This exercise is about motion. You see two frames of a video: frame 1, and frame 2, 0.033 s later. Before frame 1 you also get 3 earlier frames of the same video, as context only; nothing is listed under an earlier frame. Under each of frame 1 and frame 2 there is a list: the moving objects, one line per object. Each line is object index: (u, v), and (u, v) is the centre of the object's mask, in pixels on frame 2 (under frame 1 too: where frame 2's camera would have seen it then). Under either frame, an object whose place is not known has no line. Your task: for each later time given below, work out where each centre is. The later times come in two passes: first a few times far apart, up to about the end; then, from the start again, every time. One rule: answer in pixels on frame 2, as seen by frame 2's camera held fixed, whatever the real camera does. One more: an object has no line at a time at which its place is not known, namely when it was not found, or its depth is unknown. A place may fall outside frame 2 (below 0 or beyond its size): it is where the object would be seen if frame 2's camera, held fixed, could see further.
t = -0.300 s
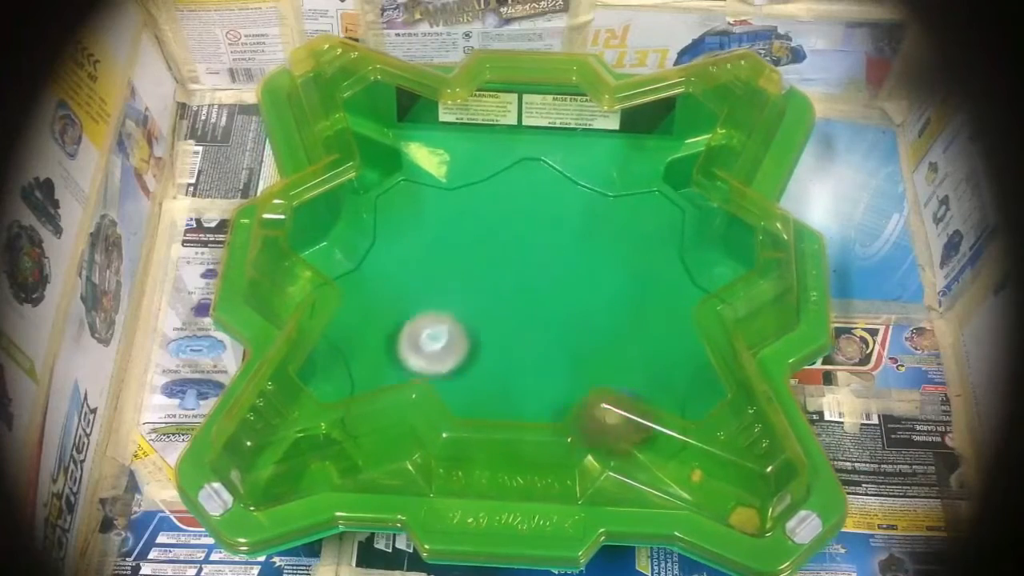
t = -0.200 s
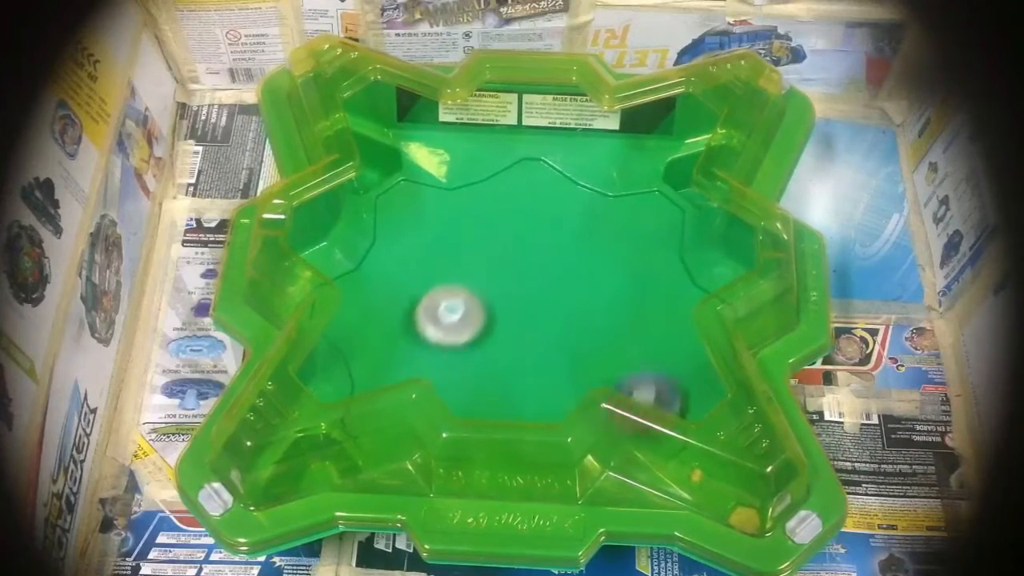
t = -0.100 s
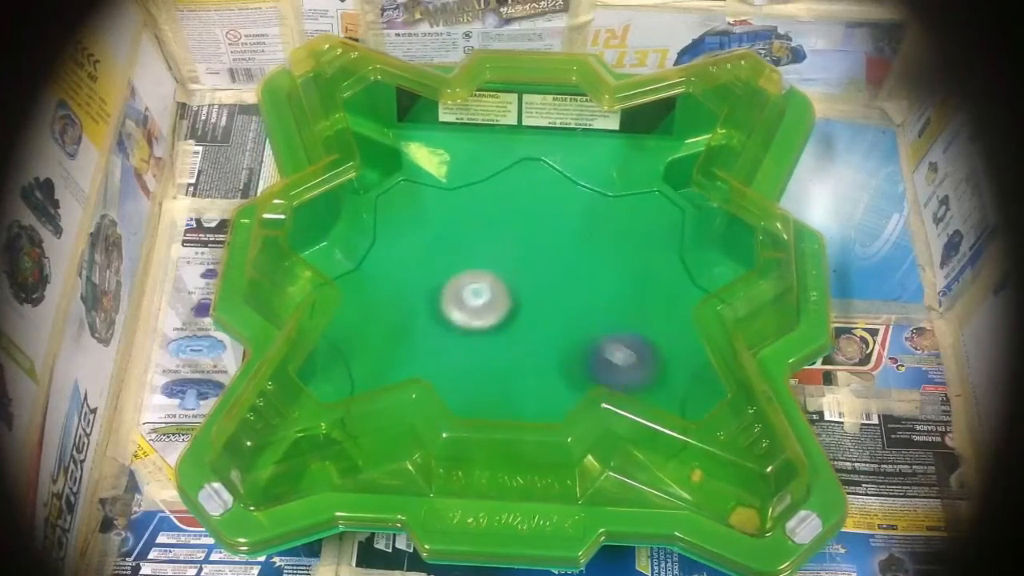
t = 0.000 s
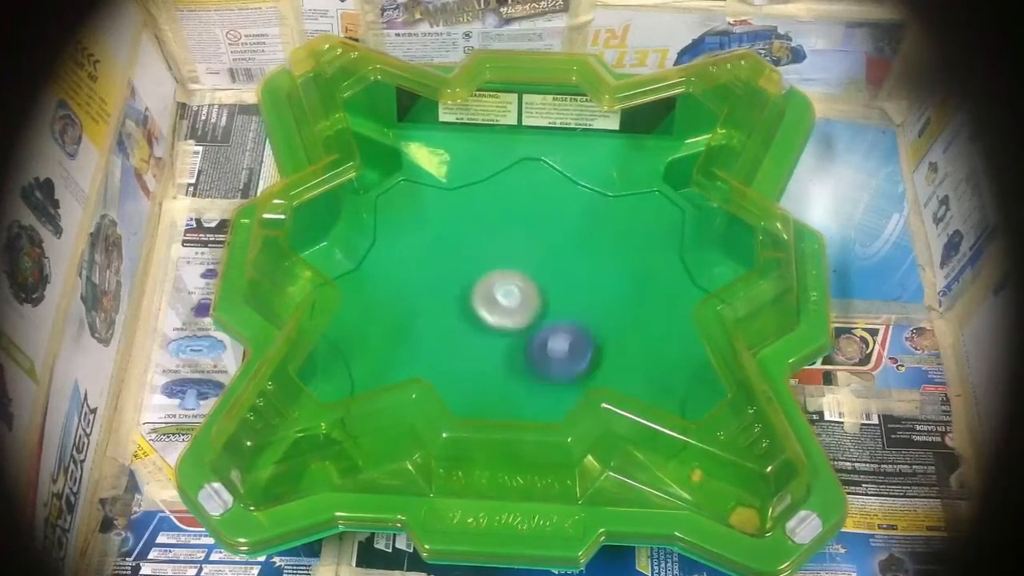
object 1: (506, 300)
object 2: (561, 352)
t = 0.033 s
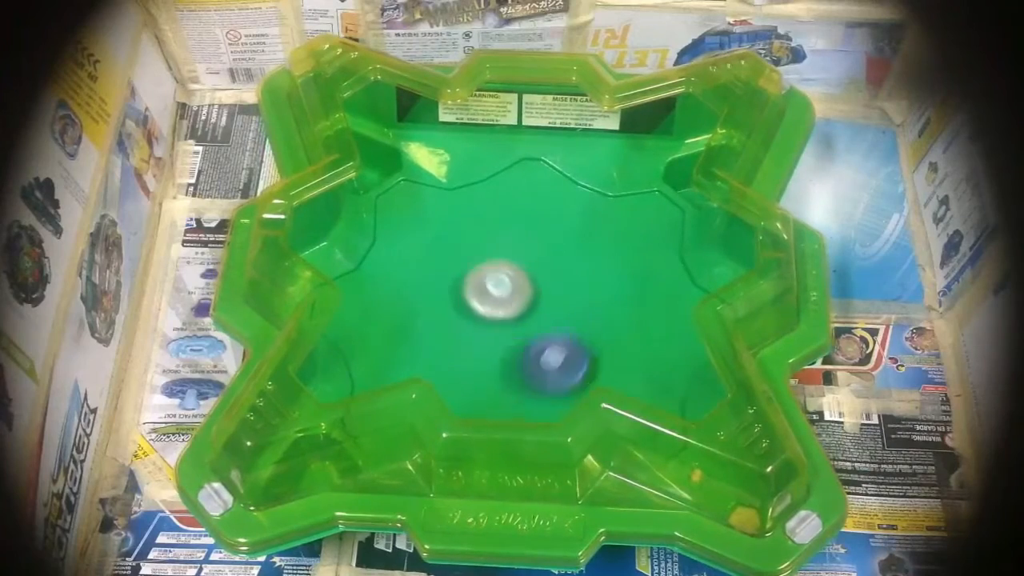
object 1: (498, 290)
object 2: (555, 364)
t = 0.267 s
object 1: (536, 289)
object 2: (554, 411)
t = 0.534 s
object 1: (511, 314)
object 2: (590, 378)
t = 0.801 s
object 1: (497, 296)
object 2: (520, 372)
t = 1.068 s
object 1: (523, 323)
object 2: (508, 404)
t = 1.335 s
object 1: (495, 275)
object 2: (567, 374)
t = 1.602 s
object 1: (562, 286)
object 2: (451, 340)
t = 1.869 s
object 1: (519, 344)
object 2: (515, 400)
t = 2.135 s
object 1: (461, 288)
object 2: (558, 299)
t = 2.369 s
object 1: (411, 232)
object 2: (603, 191)
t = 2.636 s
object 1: (370, 317)
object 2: (524, 183)
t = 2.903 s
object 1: (396, 358)
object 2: (577, 287)
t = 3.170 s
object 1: (416, 365)
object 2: (663, 256)
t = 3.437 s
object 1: (450, 384)
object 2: (592, 313)
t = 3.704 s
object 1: (518, 398)
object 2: (648, 380)
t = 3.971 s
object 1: (560, 403)
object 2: (583, 333)
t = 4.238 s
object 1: (587, 380)
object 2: (480, 404)
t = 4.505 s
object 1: (618, 331)
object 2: (551, 395)
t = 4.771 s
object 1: (638, 295)
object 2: (444, 306)
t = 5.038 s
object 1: (601, 279)
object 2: (384, 361)
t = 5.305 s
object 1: (550, 244)
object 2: (514, 312)
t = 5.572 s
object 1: (539, 177)
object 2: (530, 339)
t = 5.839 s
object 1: (517, 225)
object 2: (516, 297)
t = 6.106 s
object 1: (474, 231)
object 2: (561, 347)
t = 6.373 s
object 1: (441, 273)
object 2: (525, 297)
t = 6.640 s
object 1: (403, 307)
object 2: (555, 353)
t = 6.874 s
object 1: (411, 331)
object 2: (552, 294)
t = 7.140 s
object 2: (553, 267)
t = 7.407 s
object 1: (393, 379)
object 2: (498, 231)
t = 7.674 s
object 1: (496, 378)
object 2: (544, 326)
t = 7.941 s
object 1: (577, 371)
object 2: (628, 267)
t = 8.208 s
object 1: (640, 354)
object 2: (535, 291)
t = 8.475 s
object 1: (649, 326)
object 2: (560, 386)
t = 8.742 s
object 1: (605, 258)
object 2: (604, 366)
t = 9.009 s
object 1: (580, 188)
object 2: (558, 396)
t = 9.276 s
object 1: (530, 204)
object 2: (499, 389)
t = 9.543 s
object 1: (471, 250)
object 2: (453, 378)
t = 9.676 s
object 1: (447, 280)
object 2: (455, 363)
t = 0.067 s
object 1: (494, 283)
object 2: (547, 375)
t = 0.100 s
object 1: (494, 280)
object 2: (539, 388)
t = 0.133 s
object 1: (499, 279)
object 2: (536, 397)
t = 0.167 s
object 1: (507, 279)
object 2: (536, 403)
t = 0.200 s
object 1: (517, 280)
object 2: (540, 408)
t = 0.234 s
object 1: (527, 284)
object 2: (544, 410)
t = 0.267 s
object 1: (536, 289)
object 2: (554, 411)
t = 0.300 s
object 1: (544, 296)
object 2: (559, 408)
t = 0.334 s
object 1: (549, 305)
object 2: (568, 399)
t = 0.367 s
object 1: (553, 315)
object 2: (579, 389)
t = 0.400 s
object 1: (553, 324)
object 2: (579, 380)
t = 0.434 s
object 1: (542, 323)
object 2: (583, 379)
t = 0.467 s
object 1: (529, 317)
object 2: (588, 380)
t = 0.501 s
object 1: (519, 315)
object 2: (590, 379)
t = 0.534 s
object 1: (511, 314)
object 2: (590, 378)
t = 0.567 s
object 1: (505, 314)
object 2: (589, 376)
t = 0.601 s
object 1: (500, 313)
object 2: (584, 375)
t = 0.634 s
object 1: (497, 311)
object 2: (578, 374)
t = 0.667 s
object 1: (494, 308)
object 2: (569, 371)
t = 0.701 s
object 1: (492, 305)
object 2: (558, 370)
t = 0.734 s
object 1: (492, 302)
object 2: (546, 369)
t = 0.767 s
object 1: (494, 298)
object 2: (533, 369)
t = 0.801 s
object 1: (497, 296)
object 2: (520, 372)
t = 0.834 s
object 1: (501, 294)
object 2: (508, 376)
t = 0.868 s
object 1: (506, 295)
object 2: (497, 382)
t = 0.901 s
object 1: (511, 296)
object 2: (491, 390)
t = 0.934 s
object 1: (516, 300)
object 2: (488, 395)
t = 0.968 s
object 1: (520, 305)
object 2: (488, 399)
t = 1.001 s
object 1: (522, 311)
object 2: (492, 402)
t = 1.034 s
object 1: (523, 317)
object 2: (500, 404)
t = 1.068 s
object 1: (523, 323)
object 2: (508, 404)
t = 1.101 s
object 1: (519, 329)
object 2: (517, 401)
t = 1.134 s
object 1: (515, 333)
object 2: (524, 397)
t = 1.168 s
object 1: (507, 328)
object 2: (531, 397)
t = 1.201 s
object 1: (496, 312)
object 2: (540, 400)
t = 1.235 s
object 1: (491, 299)
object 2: (549, 398)
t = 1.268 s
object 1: (489, 289)
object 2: (557, 394)
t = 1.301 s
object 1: (490, 282)
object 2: (564, 385)
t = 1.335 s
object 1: (495, 275)
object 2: (567, 374)
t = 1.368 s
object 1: (502, 270)
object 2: (565, 363)
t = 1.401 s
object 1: (511, 267)
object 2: (556, 349)
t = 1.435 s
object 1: (521, 266)
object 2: (543, 337)
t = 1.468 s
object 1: (531, 267)
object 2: (525, 328)
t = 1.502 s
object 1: (541, 268)
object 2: (507, 326)
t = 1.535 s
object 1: (550, 271)
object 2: (486, 327)
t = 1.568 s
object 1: (557, 278)
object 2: (469, 332)
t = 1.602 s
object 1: (562, 286)
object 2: (451, 340)
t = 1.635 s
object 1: (566, 296)
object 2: (440, 350)
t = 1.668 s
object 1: (566, 306)
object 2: (435, 362)
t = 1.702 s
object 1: (563, 317)
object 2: (439, 372)
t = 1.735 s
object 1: (558, 326)
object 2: (452, 387)
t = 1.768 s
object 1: (550, 335)
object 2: (464, 395)
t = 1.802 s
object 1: (542, 341)
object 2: (477, 400)
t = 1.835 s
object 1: (530, 346)
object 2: (495, 401)
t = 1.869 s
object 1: (519, 344)
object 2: (515, 400)
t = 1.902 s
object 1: (509, 338)
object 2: (532, 400)
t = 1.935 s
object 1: (498, 332)
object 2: (548, 395)
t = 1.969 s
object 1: (489, 326)
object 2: (561, 380)
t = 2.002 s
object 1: (482, 320)
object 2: (568, 365)
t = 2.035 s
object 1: (477, 313)
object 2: (568, 349)
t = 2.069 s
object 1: (474, 305)
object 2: (563, 331)
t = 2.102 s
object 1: (474, 297)
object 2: (553, 315)
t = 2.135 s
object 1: (461, 288)
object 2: (558, 299)
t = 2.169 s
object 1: (427, 276)
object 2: (584, 287)
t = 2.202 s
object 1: (403, 264)
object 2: (608, 273)
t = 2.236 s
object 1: (387, 254)
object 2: (622, 257)
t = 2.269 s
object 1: (380, 244)
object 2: (628, 242)
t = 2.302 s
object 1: (388, 240)
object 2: (627, 225)
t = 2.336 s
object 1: (399, 236)
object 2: (619, 207)
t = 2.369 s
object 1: (411, 232)
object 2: (603, 191)
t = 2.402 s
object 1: (422, 227)
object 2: (587, 182)
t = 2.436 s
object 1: (432, 223)
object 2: (565, 177)
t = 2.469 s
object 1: (443, 220)
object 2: (540, 176)
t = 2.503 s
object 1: (451, 221)
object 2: (518, 181)
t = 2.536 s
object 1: (426, 244)
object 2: (531, 171)
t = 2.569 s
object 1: (401, 271)
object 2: (547, 160)
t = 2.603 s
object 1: (383, 295)
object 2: (538, 168)
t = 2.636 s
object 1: (370, 317)
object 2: (524, 183)
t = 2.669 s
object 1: (363, 334)
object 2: (515, 195)
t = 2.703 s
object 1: (360, 347)
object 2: (511, 209)
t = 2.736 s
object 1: (364, 355)
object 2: (512, 223)
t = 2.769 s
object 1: (370, 359)
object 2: (518, 238)
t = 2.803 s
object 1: (377, 360)
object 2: (528, 253)
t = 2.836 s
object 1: (384, 360)
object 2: (540, 267)
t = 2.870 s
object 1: (390, 359)
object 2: (557, 278)
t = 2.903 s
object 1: (396, 358)
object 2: (577, 287)
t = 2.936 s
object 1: (401, 358)
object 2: (597, 292)
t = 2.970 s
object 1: (405, 357)
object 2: (617, 293)
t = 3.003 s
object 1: (408, 358)
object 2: (636, 291)
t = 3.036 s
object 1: (411, 358)
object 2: (653, 287)
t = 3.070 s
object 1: (413, 360)
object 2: (669, 281)
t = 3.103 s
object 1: (414, 361)
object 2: (680, 270)
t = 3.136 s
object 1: (415, 363)
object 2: (679, 261)
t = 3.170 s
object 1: (416, 365)
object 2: (663, 256)
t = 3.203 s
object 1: (417, 368)
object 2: (651, 251)
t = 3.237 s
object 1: (419, 370)
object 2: (640, 251)
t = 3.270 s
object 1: (422, 372)
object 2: (629, 255)
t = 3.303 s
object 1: (425, 374)
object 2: (620, 262)
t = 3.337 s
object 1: (430, 376)
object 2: (611, 272)
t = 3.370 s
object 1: (436, 379)
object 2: (603, 284)
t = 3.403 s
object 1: (443, 381)
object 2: (597, 297)
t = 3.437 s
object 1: (450, 384)
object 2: (592, 313)
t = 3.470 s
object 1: (457, 386)
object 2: (589, 328)
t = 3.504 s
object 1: (463, 389)
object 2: (590, 343)
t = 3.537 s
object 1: (468, 391)
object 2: (593, 355)
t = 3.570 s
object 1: (478, 393)
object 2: (599, 364)
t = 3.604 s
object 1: (488, 394)
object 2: (608, 370)
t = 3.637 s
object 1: (498, 396)
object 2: (619, 374)
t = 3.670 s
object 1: (509, 397)
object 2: (635, 379)
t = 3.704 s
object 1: (518, 398)
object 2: (648, 380)
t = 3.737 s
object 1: (527, 399)
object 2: (658, 377)
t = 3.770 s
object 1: (535, 401)
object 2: (663, 370)
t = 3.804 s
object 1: (542, 402)
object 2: (663, 358)
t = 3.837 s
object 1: (546, 402)
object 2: (656, 347)
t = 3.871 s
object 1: (550, 403)
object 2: (642, 338)
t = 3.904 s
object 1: (554, 403)
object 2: (624, 333)
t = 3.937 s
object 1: (557, 403)
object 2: (602, 331)
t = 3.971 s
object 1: (560, 403)
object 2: (583, 333)
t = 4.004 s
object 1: (561, 403)
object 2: (561, 338)
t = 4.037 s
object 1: (563, 402)
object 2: (540, 345)
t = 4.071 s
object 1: (565, 401)
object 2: (521, 354)
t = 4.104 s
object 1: (568, 398)
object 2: (505, 365)
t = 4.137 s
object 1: (570, 395)
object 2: (493, 377)
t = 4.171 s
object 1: (576, 390)
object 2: (483, 390)
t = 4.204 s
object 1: (582, 385)
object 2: (480, 397)
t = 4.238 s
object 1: (587, 380)
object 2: (480, 404)
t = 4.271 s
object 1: (591, 375)
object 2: (483, 409)
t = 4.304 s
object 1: (595, 370)
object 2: (494, 415)
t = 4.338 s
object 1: (599, 364)
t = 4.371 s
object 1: (603, 358)
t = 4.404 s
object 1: (607, 351)
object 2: (537, 417)
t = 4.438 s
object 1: (610, 344)
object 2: (543, 412)
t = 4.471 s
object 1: (614, 337)
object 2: (548, 404)
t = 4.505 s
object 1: (618, 331)
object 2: (551, 395)
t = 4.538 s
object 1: (622, 324)
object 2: (551, 382)
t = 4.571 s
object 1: (626, 318)
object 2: (545, 367)
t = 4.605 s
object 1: (629, 313)
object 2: (534, 352)
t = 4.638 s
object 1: (632, 308)
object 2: (519, 339)
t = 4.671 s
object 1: (635, 304)
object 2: (502, 328)
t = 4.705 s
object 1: (638, 300)
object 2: (484, 318)
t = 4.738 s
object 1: (638, 297)
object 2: (464, 311)
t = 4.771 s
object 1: (638, 295)
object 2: (444, 306)
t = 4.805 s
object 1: (637, 293)
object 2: (425, 304)
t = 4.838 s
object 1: (634, 292)
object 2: (408, 306)
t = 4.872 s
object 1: (630, 291)
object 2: (393, 310)
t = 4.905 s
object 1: (626, 288)
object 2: (380, 317)
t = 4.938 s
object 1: (620, 287)
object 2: (373, 328)
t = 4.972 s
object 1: (614, 284)
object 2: (370, 341)
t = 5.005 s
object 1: (608, 281)
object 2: (374, 354)
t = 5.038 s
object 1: (601, 279)
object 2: (384, 361)
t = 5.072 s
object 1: (594, 275)
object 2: (403, 365)
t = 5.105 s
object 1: (587, 271)
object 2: (426, 368)
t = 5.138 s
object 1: (580, 267)
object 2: (447, 370)
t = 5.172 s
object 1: (573, 262)
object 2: (461, 366)
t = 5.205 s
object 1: (566, 258)
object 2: (480, 355)
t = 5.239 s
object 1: (560, 253)
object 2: (494, 343)
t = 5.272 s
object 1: (554, 249)
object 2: (505, 328)
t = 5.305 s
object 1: (550, 244)
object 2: (514, 312)
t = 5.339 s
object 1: (547, 236)
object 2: (516, 301)
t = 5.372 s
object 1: (552, 206)
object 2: (506, 317)
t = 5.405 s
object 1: (559, 175)
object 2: (499, 330)
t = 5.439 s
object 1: (556, 161)
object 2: (497, 338)
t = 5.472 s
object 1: (552, 157)
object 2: (502, 343)
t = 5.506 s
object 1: (547, 161)
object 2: (511, 344)
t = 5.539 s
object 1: (542, 170)
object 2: (521, 343)
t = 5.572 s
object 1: (539, 177)
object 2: (530, 339)
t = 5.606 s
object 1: (537, 186)
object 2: (538, 333)
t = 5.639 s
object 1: (537, 196)
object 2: (543, 325)
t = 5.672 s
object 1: (536, 204)
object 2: (545, 317)
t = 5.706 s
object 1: (535, 211)
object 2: (544, 309)
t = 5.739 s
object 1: (533, 218)
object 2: (540, 302)
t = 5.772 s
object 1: (529, 223)
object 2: (534, 295)
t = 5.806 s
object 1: (525, 227)
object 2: (525, 291)
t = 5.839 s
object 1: (517, 225)
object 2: (516, 297)
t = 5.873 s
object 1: (511, 224)
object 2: (510, 307)
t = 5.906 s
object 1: (504, 223)
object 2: (508, 317)
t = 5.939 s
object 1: (498, 223)
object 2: (510, 328)
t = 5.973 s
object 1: (494, 223)
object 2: (516, 339)
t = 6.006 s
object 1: (488, 224)
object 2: (525, 346)
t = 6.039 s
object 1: (483, 225)
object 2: (537, 350)
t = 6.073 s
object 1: (478, 228)
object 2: (550, 351)
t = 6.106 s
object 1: (474, 231)
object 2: (561, 347)
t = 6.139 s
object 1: (471, 235)
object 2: (571, 340)
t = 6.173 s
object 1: (466, 239)
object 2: (577, 330)
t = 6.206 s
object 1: (461, 244)
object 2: (577, 320)
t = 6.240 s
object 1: (457, 250)
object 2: (573, 310)
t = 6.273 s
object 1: (453, 255)
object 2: (564, 301)
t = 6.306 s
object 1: (449, 261)
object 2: (552, 296)
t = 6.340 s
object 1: (445, 267)
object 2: (538, 295)
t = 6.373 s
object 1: (441, 273)
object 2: (525, 297)
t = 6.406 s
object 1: (438, 279)
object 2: (511, 303)
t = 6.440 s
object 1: (434, 285)
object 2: (503, 313)
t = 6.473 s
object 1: (427, 290)
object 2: (503, 325)
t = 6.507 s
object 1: (421, 293)
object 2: (508, 337)
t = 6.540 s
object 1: (416, 297)
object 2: (516, 346)
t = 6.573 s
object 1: (411, 300)
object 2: (529, 352)
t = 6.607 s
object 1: (407, 304)
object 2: (542, 355)
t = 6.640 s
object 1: (403, 307)
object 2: (555, 353)
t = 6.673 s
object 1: (400, 310)
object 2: (567, 348)
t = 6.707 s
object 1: (399, 314)
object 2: (575, 340)
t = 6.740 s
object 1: (399, 317)
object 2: (580, 328)
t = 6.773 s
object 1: (400, 320)
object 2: (579, 318)
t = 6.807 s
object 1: (403, 323)
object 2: (575, 307)
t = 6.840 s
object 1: (406, 327)
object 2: (565, 299)
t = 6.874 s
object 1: (411, 331)
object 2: (552, 294)
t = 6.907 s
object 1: (416, 335)
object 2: (538, 293)
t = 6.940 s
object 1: (423, 340)
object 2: (523, 295)
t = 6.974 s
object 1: (430, 345)
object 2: (510, 300)
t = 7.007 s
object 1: (436, 350)
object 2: (499, 309)
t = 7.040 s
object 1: (433, 360)
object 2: (504, 308)
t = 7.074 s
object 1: (410, 372)
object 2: (527, 293)
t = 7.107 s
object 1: (384, 381)
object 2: (543, 280)
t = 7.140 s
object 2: (553, 267)
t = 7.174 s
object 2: (558, 255)
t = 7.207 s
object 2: (558, 244)
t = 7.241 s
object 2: (554, 235)
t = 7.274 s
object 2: (545, 227)
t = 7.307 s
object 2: (534, 221)
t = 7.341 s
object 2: (521, 220)
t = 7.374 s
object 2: (509, 223)
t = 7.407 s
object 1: (393, 379)
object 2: (498, 231)
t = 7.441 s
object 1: (421, 381)
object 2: (490, 243)
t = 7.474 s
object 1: (437, 383)
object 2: (487, 259)
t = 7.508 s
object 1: (447, 384)
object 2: (489, 273)
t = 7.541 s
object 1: (456, 384)
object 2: (494, 288)
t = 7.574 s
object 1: (462, 384)
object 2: (502, 300)
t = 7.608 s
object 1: (473, 381)
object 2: (514, 313)
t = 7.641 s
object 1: (486, 378)
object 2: (527, 322)
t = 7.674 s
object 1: (496, 378)
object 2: (544, 326)
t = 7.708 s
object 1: (503, 381)
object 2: (566, 324)
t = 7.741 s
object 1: (514, 381)
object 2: (583, 321)
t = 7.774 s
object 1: (525, 380)
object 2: (598, 316)
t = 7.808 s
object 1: (536, 379)
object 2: (611, 308)
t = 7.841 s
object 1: (547, 377)
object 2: (621, 299)
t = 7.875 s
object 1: (558, 375)
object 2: (628, 289)
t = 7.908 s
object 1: (567, 374)
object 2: (630, 278)
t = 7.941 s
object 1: (577, 371)
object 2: (628, 267)
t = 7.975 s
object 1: (586, 369)
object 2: (622, 258)
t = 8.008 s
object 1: (596, 367)
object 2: (612, 252)
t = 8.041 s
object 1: (606, 365)
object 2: (597, 249)
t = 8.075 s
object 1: (614, 363)
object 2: (582, 251)
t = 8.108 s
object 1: (622, 361)
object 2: (567, 257)
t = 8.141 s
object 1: (629, 359)
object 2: (555, 266)
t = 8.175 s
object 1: (635, 356)
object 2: (544, 277)
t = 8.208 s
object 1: (640, 354)
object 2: (535, 291)
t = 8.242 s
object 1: (645, 351)
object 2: (528, 305)
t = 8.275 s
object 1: (649, 347)
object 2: (525, 320)
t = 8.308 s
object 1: (652, 344)
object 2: (525, 335)
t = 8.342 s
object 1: (655, 341)
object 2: (528, 349)
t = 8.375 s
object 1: (655, 337)
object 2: (534, 362)
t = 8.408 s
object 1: (654, 334)
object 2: (541, 373)
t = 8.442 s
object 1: (653, 330)
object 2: (552, 381)
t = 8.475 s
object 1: (649, 326)
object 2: (560, 386)
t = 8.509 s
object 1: (646, 321)
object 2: (571, 385)
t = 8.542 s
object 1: (641, 316)
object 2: (586, 382)
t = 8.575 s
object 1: (636, 311)
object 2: (602, 378)
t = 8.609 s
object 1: (630, 306)
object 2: (613, 373)
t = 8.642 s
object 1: (624, 301)
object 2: (617, 366)
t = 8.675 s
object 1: (618, 296)
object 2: (616, 358)
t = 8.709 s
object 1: (611, 281)
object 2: (611, 359)
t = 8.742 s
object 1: (605, 258)
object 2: (604, 366)
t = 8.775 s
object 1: (598, 239)
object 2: (599, 371)
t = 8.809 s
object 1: (593, 225)
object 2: (592, 377)
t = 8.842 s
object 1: (591, 217)
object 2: (585, 382)
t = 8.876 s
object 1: (589, 209)
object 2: (578, 386)
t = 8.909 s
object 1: (587, 203)
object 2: (571, 390)
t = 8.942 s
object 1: (585, 197)
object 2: (565, 393)
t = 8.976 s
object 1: (583, 192)
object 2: (561, 395)
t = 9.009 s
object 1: (580, 188)
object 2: (558, 396)
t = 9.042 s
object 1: (576, 189)
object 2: (553, 396)
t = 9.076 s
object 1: (571, 190)
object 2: (549, 396)
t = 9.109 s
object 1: (566, 191)
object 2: (543, 396)
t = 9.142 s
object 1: (560, 192)
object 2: (536, 395)
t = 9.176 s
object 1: (553, 193)
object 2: (527, 394)
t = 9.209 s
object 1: (546, 197)
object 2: (518, 392)
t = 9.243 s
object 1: (538, 200)
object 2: (509, 391)
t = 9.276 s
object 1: (530, 204)
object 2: (499, 389)
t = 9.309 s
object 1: (523, 208)
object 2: (490, 388)
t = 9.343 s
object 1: (515, 213)
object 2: (480, 387)
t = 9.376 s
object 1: (508, 219)
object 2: (471, 385)
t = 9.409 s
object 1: (500, 224)
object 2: (465, 384)
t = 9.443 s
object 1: (493, 230)
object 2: (461, 382)
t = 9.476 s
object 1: (485, 237)
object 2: (457, 381)
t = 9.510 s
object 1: (478, 243)
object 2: (454, 380)
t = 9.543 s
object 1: (471, 250)
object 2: (453, 378)
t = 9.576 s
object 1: (465, 257)
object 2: (453, 377)
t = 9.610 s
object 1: (459, 265)
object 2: (452, 373)
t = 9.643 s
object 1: (453, 272)
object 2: (453, 369)
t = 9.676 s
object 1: (447, 280)
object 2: (455, 363)
